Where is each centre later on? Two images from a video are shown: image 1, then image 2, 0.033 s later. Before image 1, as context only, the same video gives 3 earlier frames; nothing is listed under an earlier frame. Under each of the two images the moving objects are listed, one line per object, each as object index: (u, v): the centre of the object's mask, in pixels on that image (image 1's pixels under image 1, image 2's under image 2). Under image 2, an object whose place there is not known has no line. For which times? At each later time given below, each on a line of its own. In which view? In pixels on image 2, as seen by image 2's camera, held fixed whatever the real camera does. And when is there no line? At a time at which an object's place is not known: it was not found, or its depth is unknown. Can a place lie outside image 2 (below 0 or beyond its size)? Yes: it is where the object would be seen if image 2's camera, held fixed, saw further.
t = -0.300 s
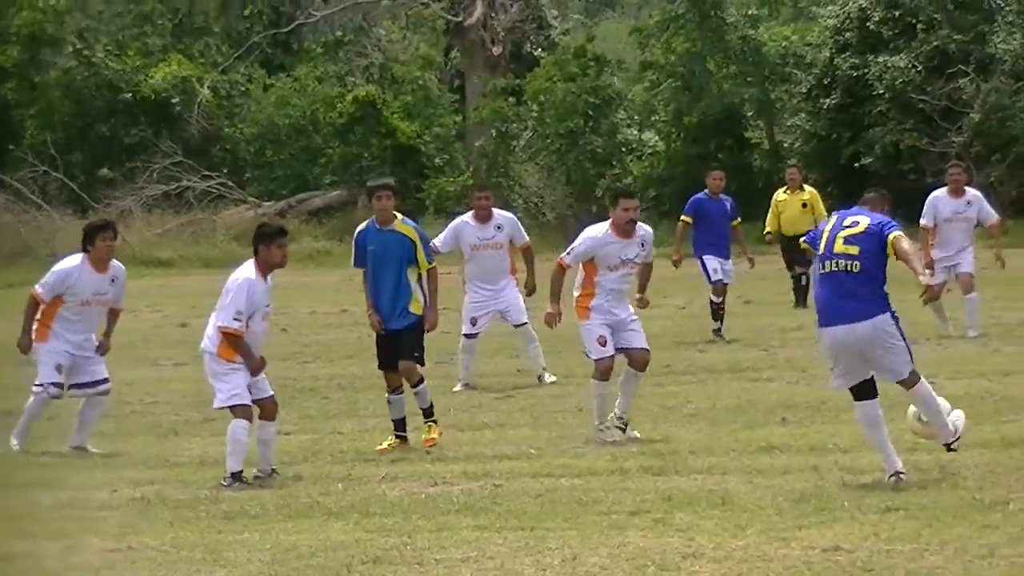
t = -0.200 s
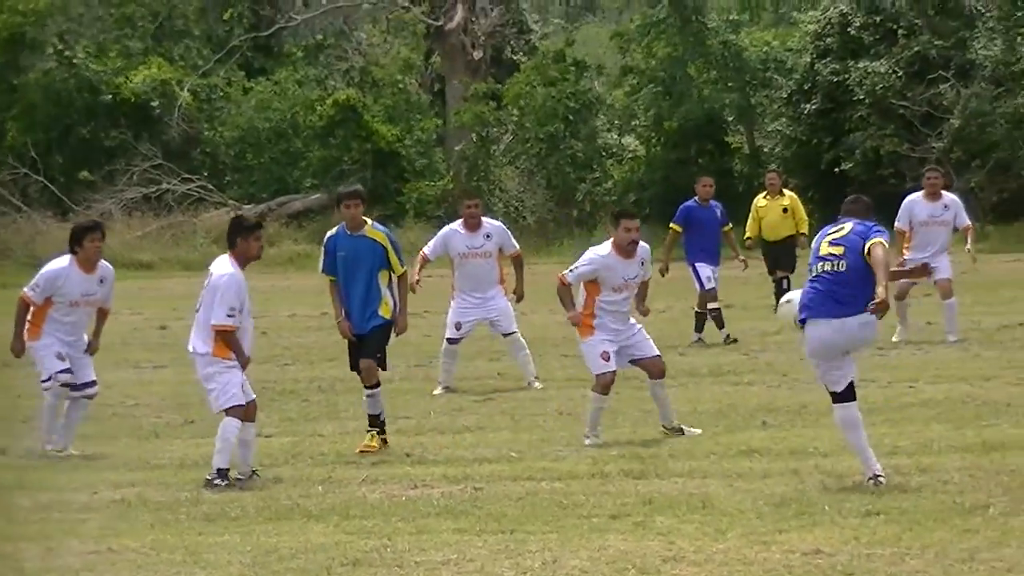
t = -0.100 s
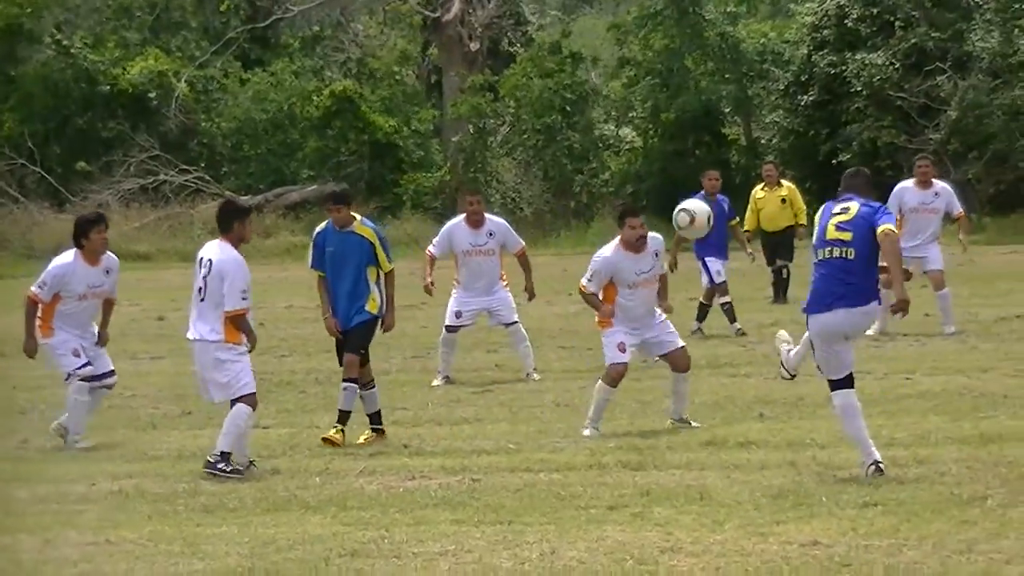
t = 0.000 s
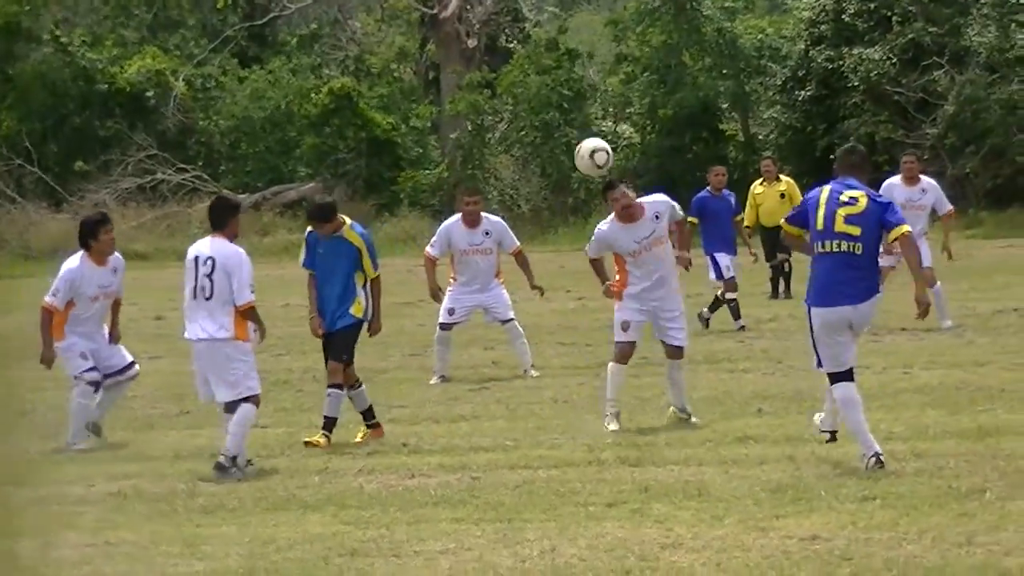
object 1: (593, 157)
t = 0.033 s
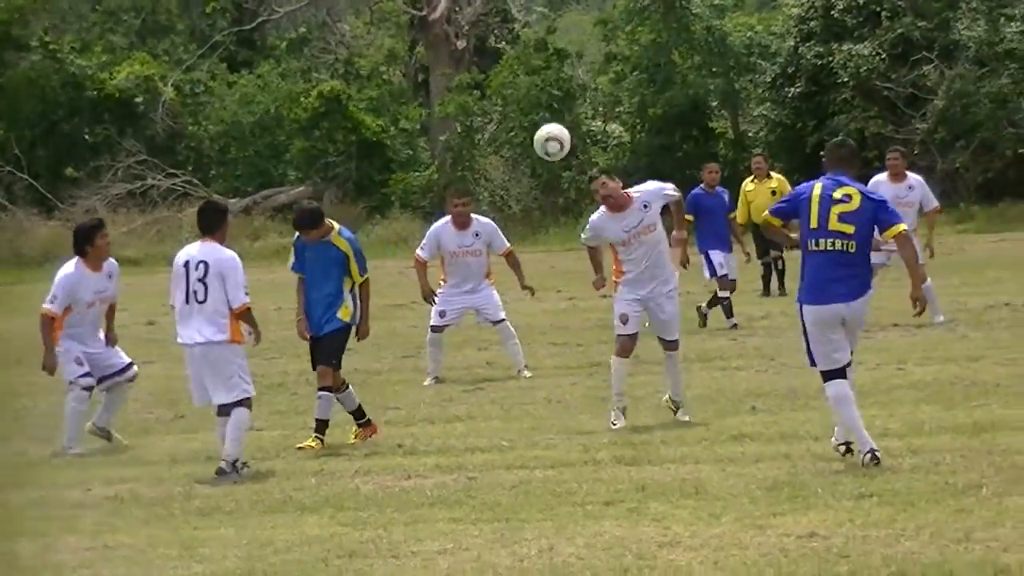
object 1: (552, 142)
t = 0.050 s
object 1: (536, 136)
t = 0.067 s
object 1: (522, 129)
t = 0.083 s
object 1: (507, 123)
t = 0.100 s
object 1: (492, 118)
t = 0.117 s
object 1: (478, 114)
